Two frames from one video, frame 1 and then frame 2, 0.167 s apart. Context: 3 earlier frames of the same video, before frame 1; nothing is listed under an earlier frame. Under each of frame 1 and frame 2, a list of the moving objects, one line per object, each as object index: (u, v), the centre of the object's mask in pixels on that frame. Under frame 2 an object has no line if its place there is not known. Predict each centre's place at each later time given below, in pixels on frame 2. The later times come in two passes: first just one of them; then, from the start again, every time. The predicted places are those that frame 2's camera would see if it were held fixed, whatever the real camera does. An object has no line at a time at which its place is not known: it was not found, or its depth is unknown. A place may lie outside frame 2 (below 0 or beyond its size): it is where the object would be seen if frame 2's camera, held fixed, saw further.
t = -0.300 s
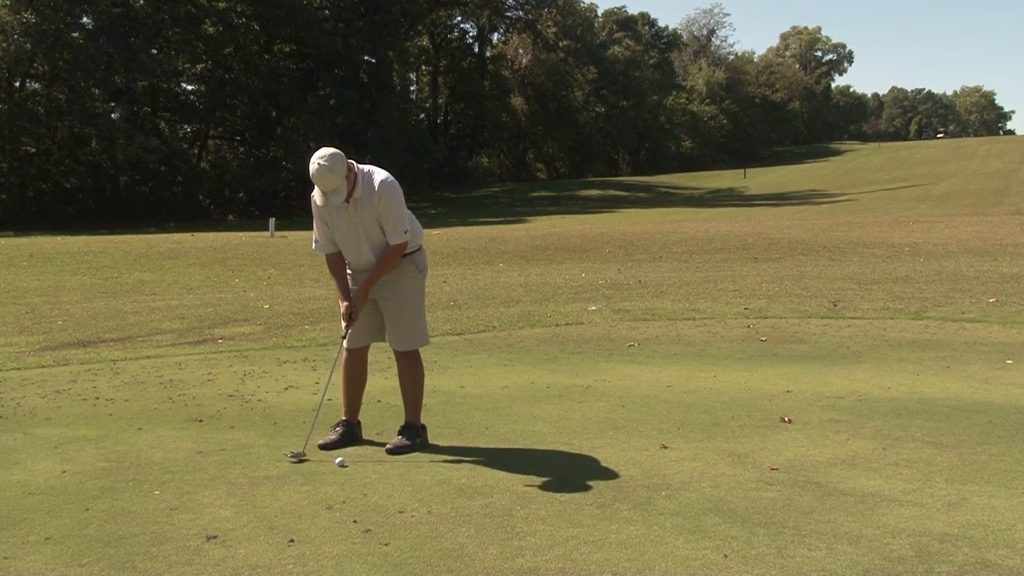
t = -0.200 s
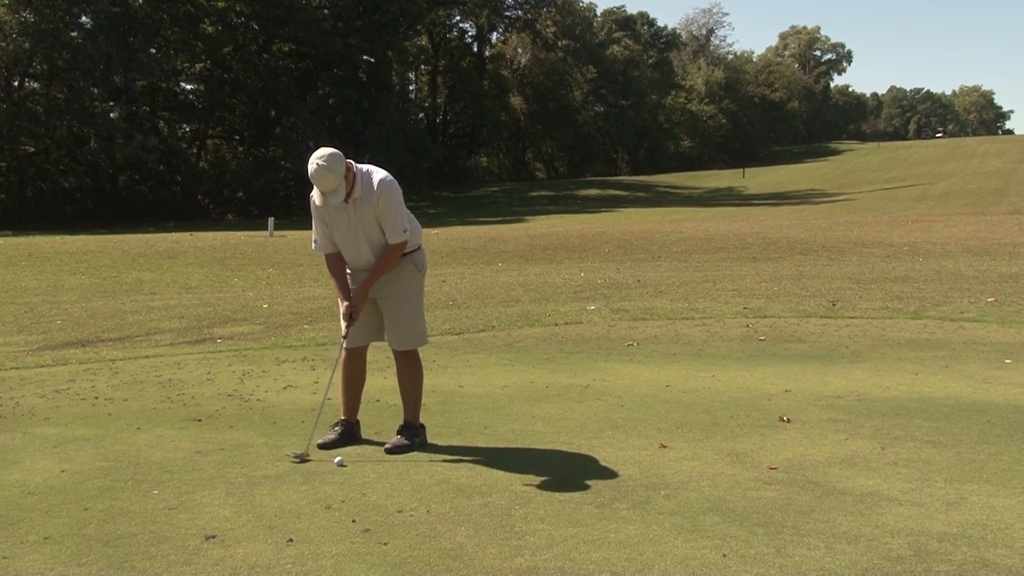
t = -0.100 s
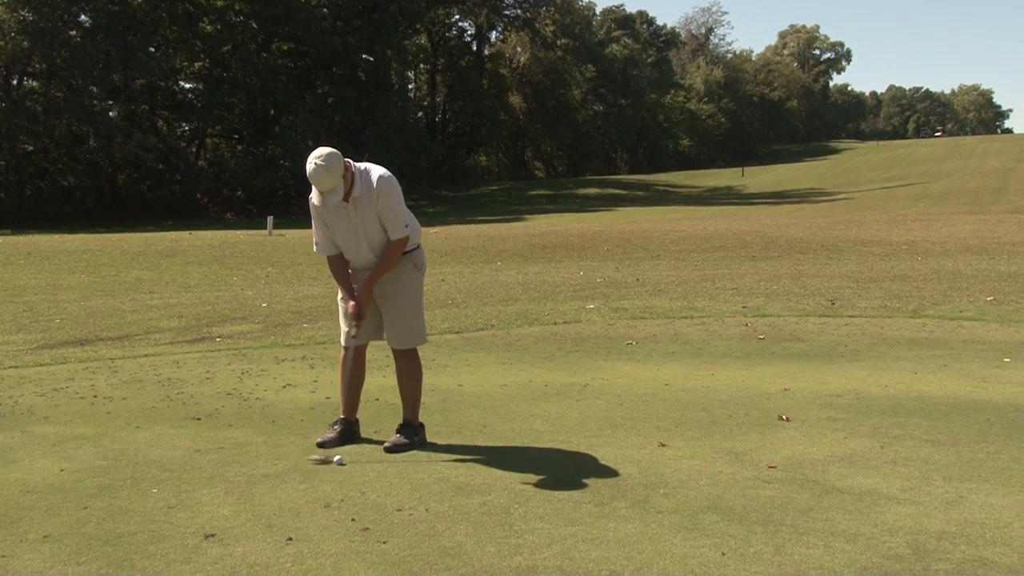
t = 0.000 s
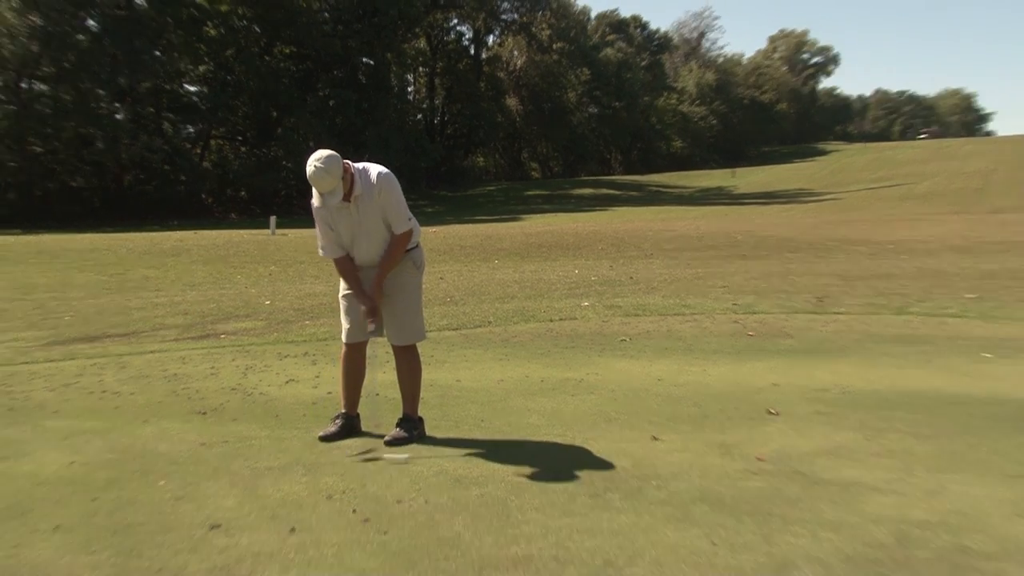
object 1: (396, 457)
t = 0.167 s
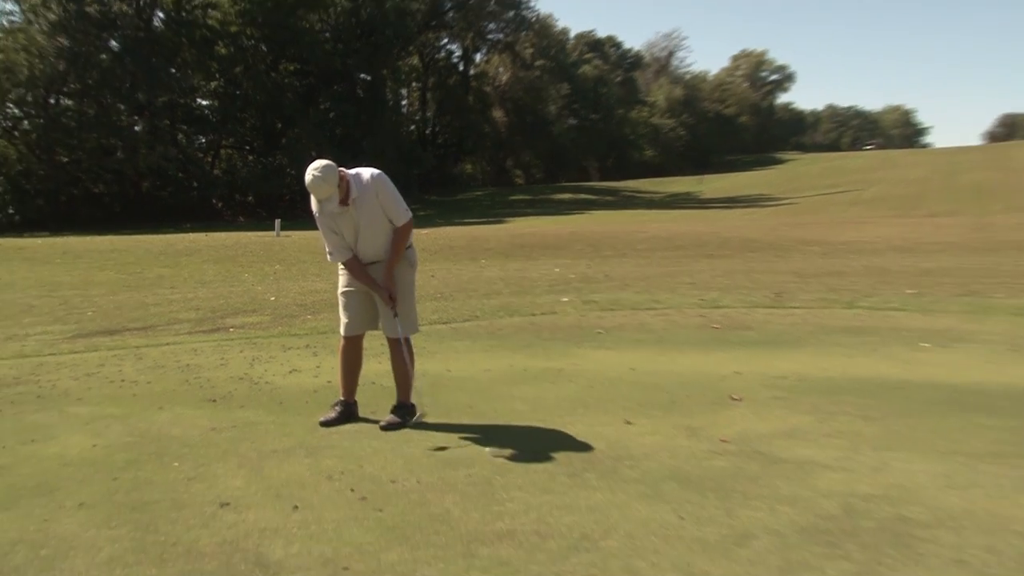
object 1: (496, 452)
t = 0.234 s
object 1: (533, 453)
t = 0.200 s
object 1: (515, 453)
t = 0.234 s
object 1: (533, 453)
